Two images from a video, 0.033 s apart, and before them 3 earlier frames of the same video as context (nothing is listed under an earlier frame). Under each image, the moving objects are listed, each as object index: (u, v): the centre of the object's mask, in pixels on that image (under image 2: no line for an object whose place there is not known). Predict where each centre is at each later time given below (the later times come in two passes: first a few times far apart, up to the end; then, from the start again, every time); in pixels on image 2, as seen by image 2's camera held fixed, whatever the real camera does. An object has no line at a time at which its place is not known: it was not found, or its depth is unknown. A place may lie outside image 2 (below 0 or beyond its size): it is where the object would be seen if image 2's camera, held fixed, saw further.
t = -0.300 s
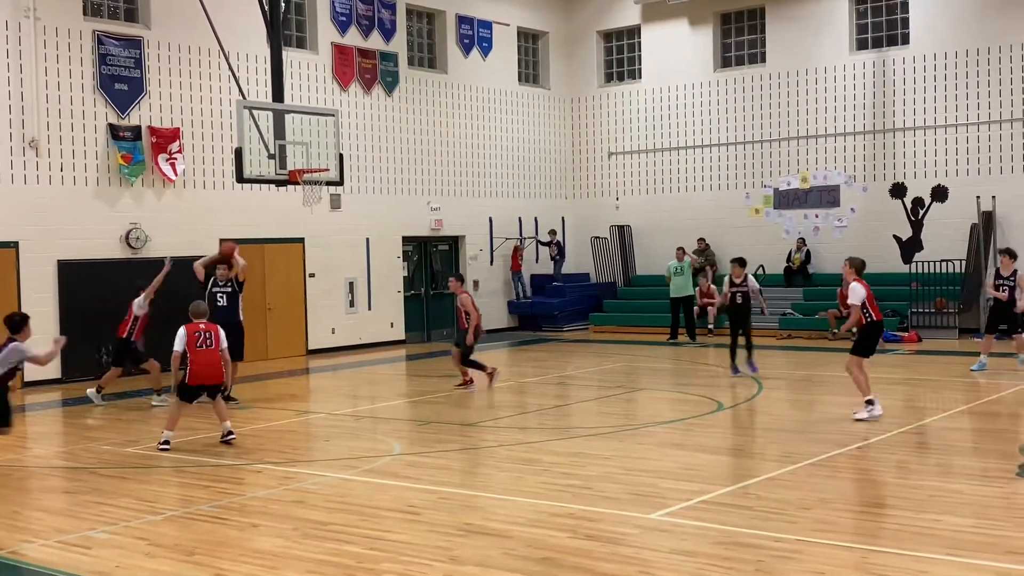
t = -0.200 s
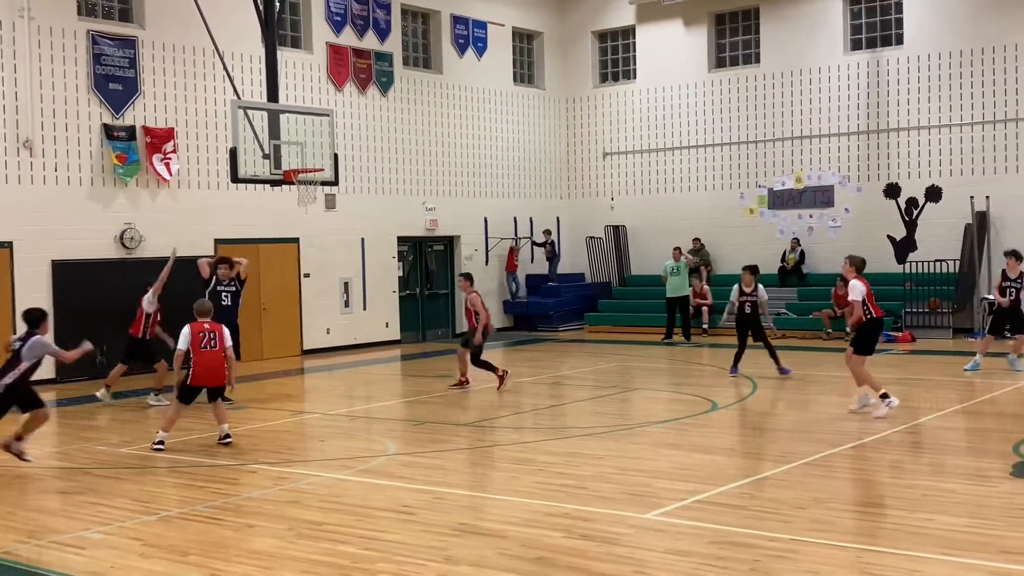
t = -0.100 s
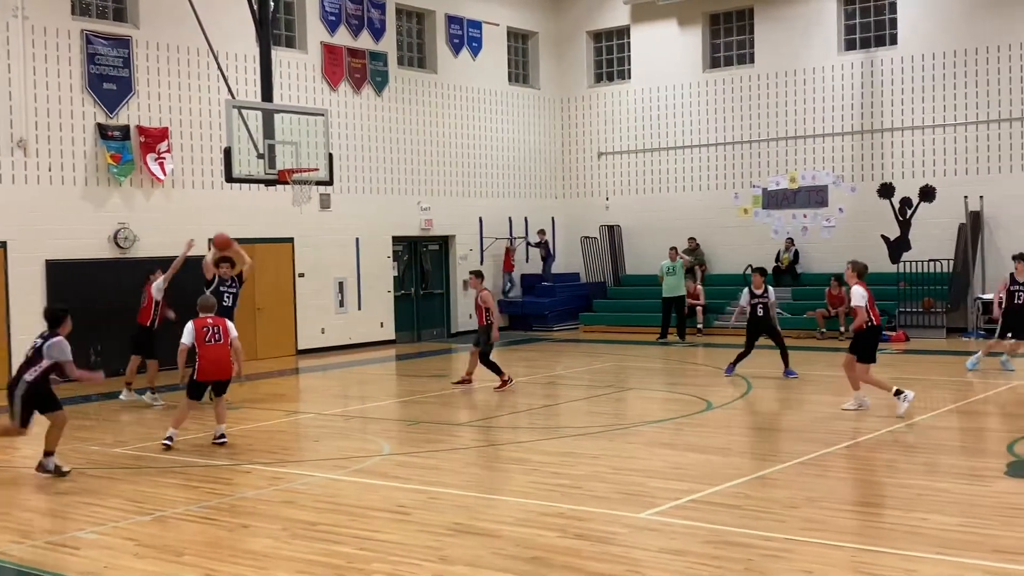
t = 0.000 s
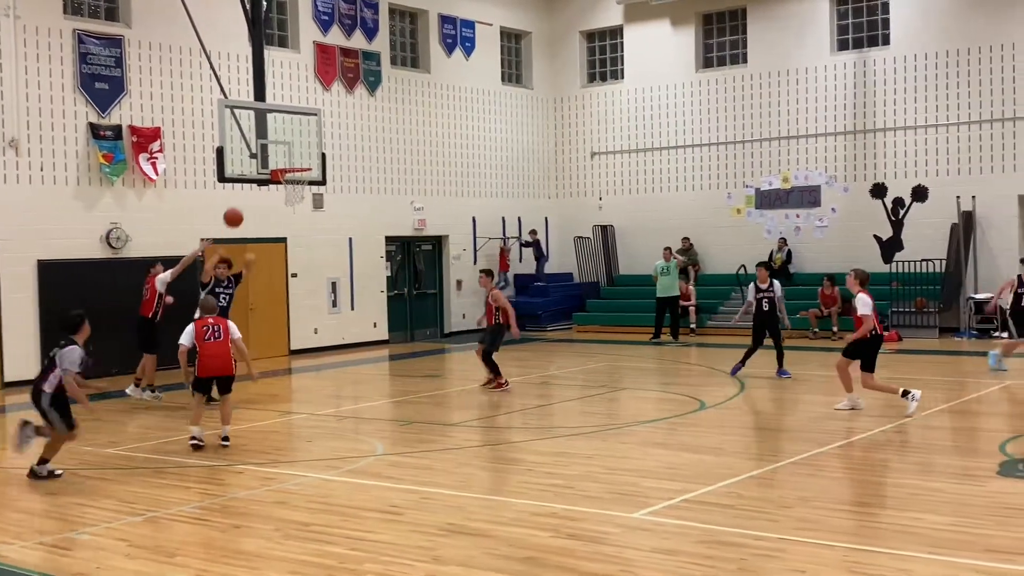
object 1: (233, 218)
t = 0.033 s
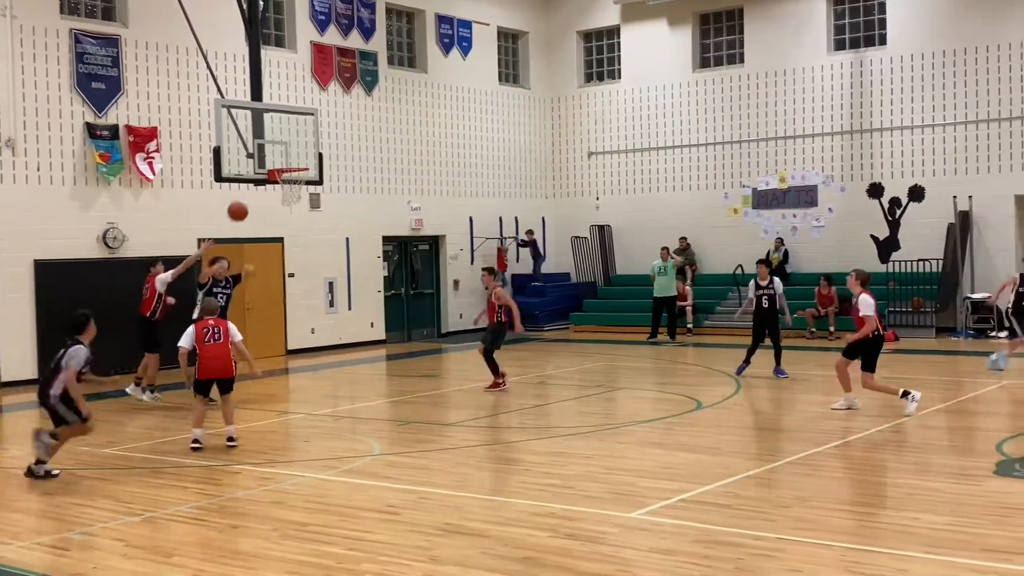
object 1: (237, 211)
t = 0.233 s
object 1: (290, 191)
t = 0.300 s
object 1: (311, 192)
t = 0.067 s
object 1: (245, 206)
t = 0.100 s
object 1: (253, 202)
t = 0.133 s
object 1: (262, 198)
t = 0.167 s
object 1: (271, 194)
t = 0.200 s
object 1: (281, 192)
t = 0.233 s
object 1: (290, 191)
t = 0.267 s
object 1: (300, 191)
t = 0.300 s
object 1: (311, 192)
